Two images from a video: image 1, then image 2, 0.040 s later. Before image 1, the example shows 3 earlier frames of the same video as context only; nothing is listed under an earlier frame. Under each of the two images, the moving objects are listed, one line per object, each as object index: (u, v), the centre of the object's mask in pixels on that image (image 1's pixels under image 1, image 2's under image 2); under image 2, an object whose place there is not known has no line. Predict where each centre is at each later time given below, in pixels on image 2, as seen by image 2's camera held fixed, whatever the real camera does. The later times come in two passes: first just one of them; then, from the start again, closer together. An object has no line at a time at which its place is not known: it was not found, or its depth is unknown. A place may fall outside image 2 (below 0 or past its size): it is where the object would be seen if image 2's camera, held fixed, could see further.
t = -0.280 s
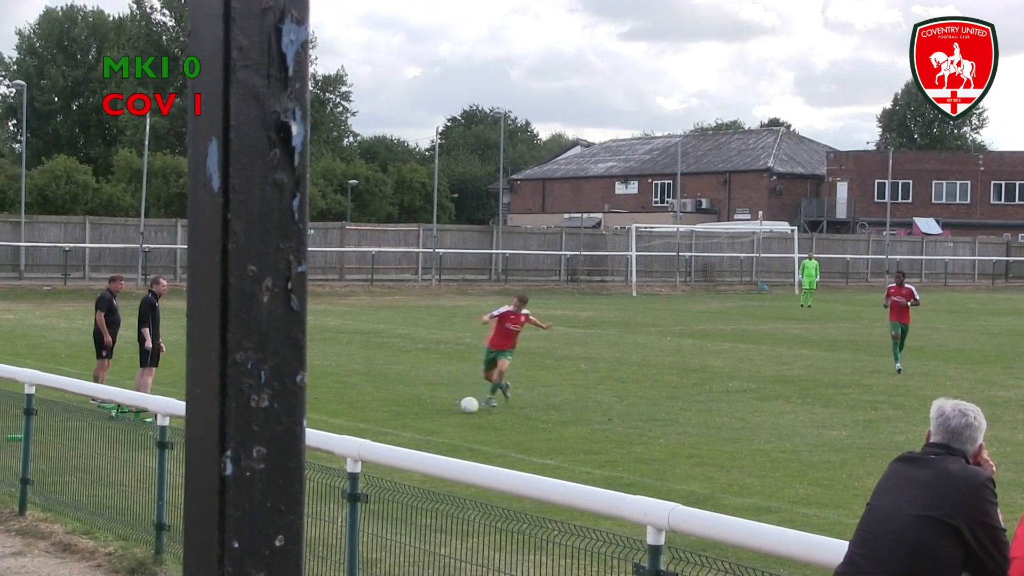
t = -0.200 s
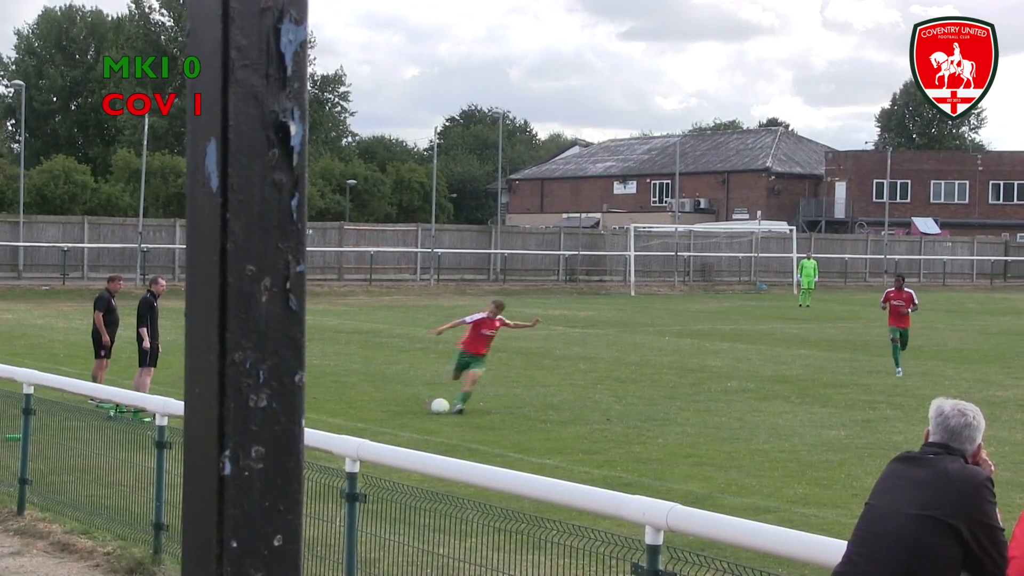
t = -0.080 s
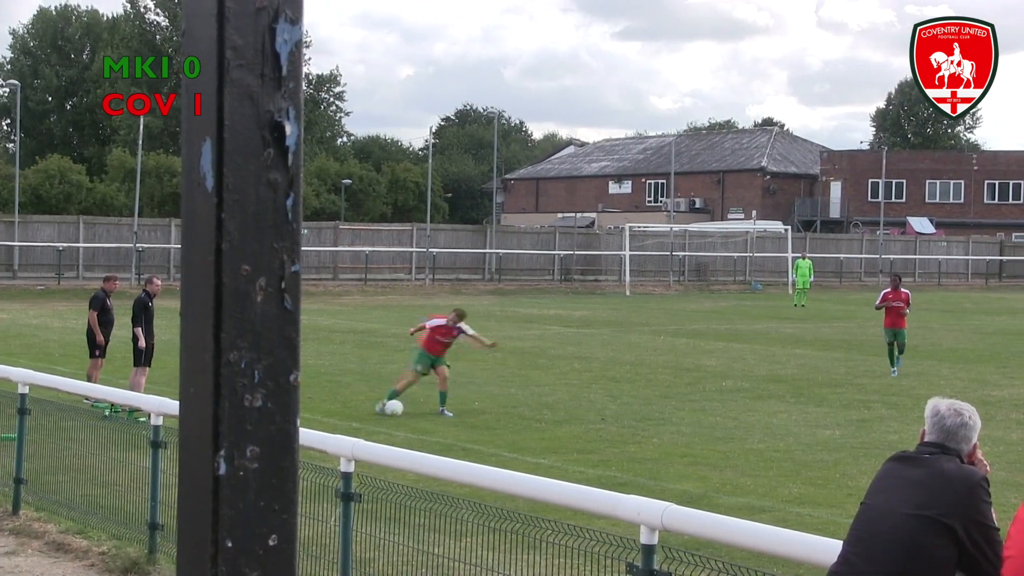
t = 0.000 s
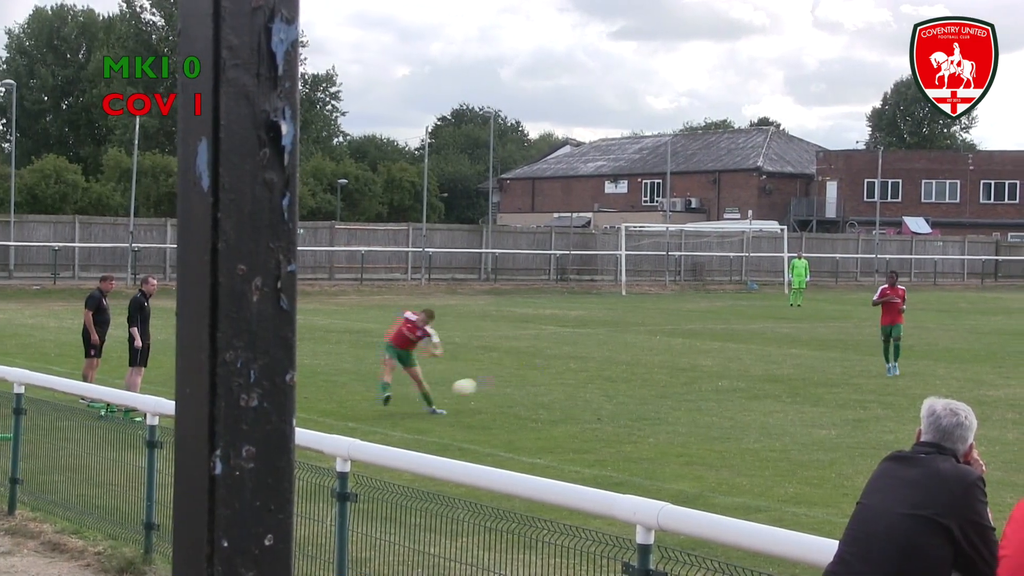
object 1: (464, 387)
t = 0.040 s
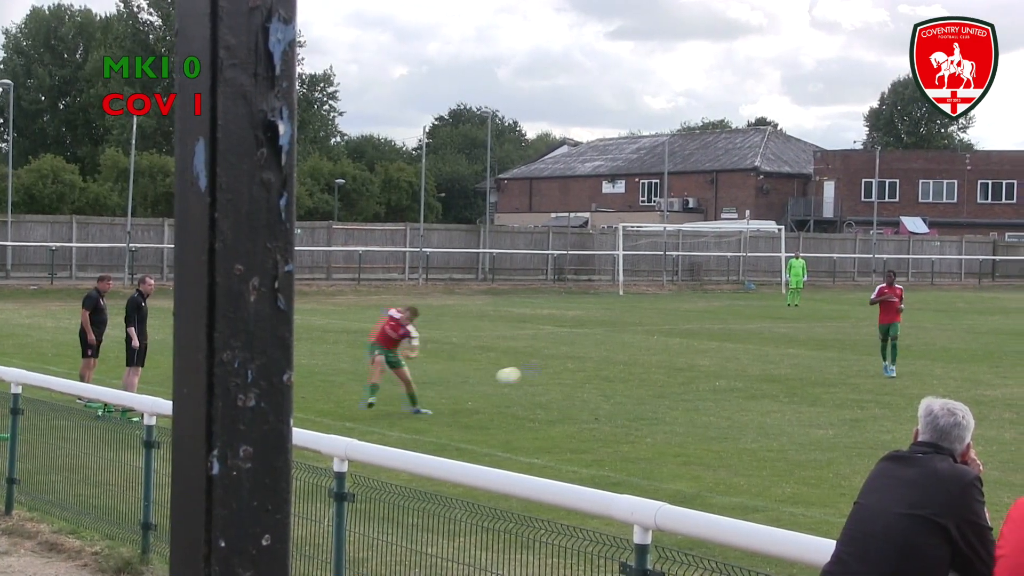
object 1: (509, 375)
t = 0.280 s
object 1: (834, 317)
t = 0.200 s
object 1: (716, 334)
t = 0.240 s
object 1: (773, 325)
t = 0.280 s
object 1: (834, 317)
